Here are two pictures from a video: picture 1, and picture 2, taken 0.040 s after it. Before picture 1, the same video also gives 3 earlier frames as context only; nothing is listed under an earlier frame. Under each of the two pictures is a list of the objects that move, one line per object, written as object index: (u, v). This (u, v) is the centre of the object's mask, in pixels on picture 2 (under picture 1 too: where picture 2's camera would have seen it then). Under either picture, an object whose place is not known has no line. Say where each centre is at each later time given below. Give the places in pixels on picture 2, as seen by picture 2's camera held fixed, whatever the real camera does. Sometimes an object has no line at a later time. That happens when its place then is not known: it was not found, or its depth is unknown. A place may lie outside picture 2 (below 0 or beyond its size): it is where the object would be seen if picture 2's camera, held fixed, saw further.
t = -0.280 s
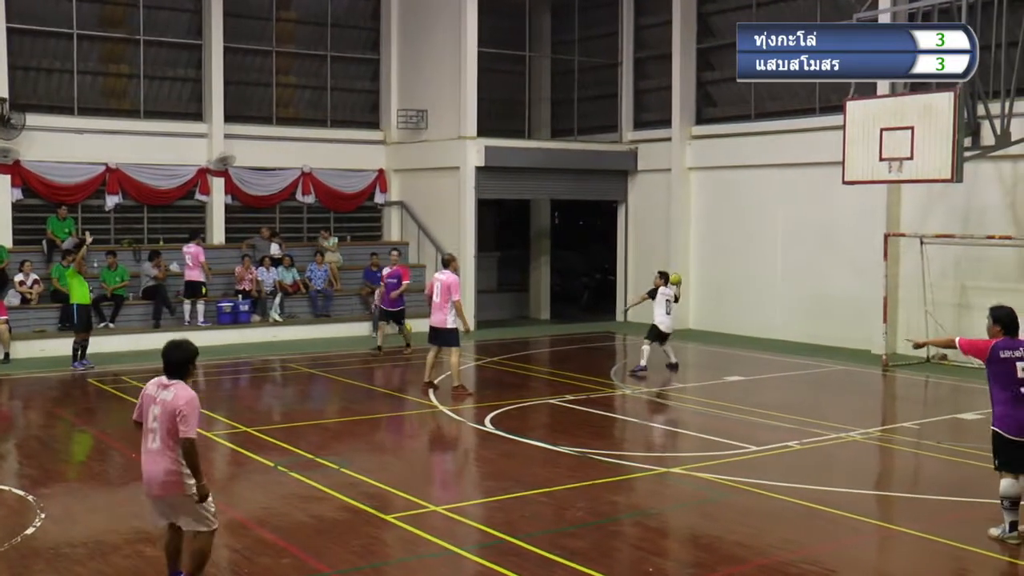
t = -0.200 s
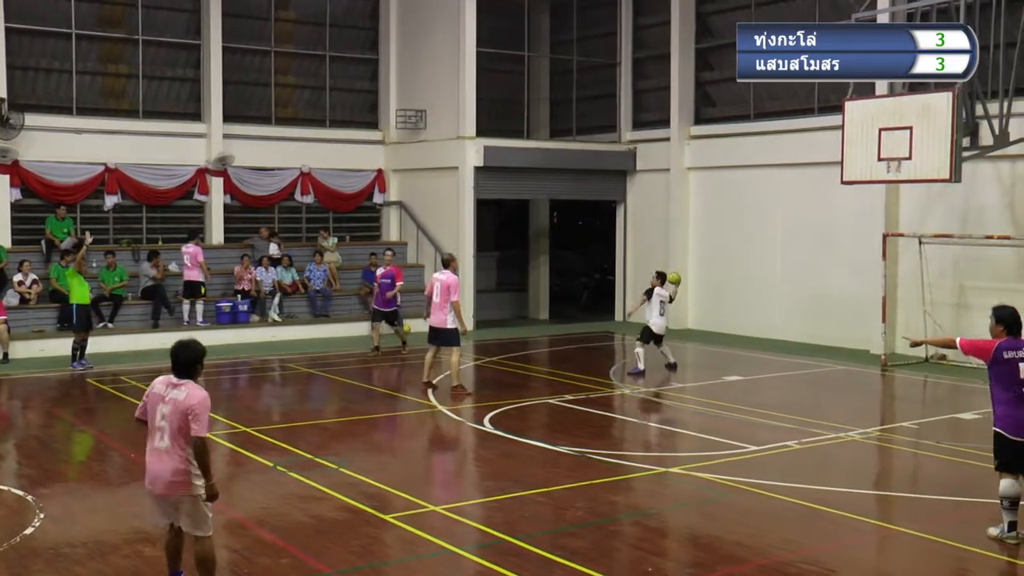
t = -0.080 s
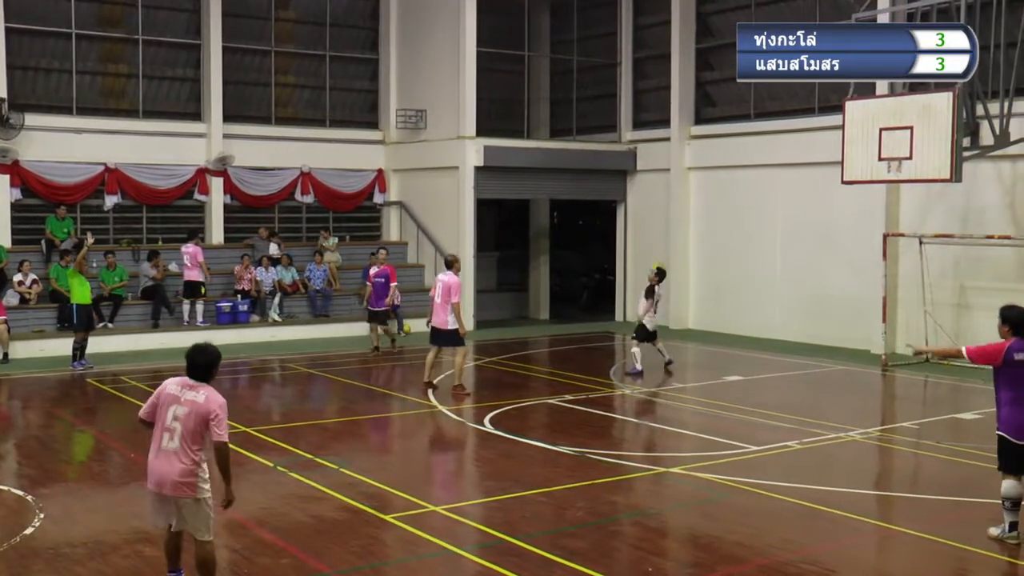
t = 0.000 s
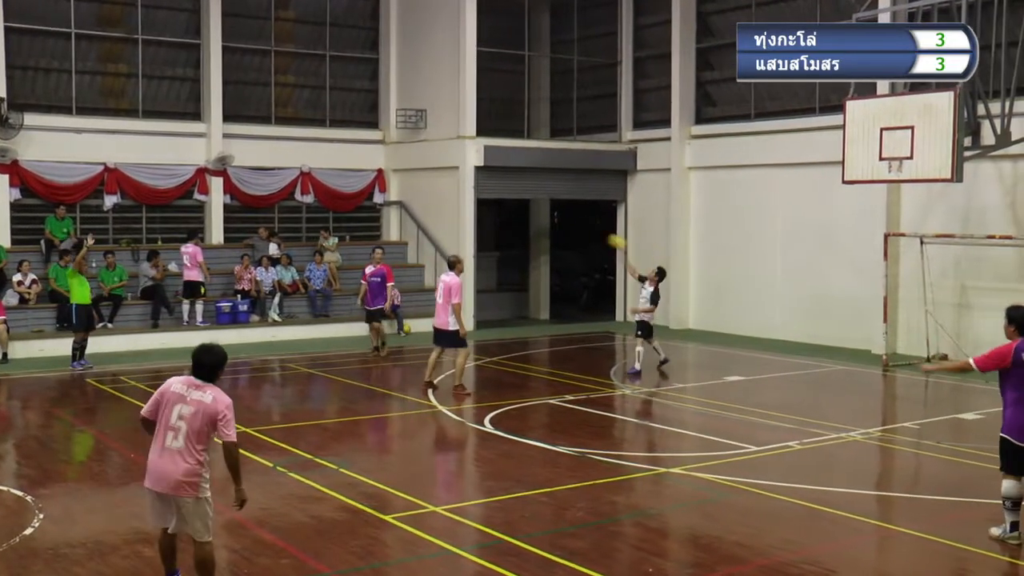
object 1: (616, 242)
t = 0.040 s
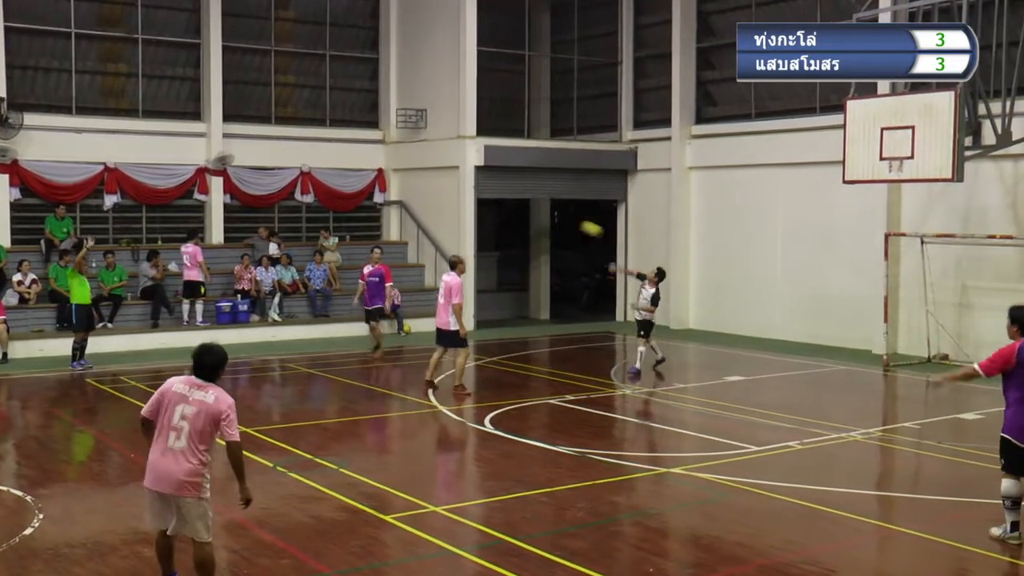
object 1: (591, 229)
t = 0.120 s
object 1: (535, 205)
